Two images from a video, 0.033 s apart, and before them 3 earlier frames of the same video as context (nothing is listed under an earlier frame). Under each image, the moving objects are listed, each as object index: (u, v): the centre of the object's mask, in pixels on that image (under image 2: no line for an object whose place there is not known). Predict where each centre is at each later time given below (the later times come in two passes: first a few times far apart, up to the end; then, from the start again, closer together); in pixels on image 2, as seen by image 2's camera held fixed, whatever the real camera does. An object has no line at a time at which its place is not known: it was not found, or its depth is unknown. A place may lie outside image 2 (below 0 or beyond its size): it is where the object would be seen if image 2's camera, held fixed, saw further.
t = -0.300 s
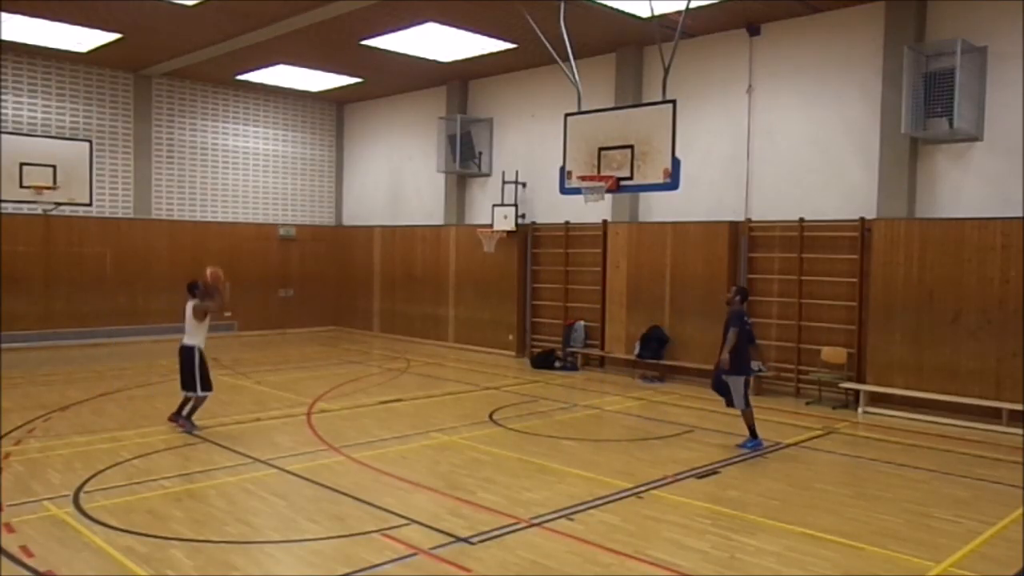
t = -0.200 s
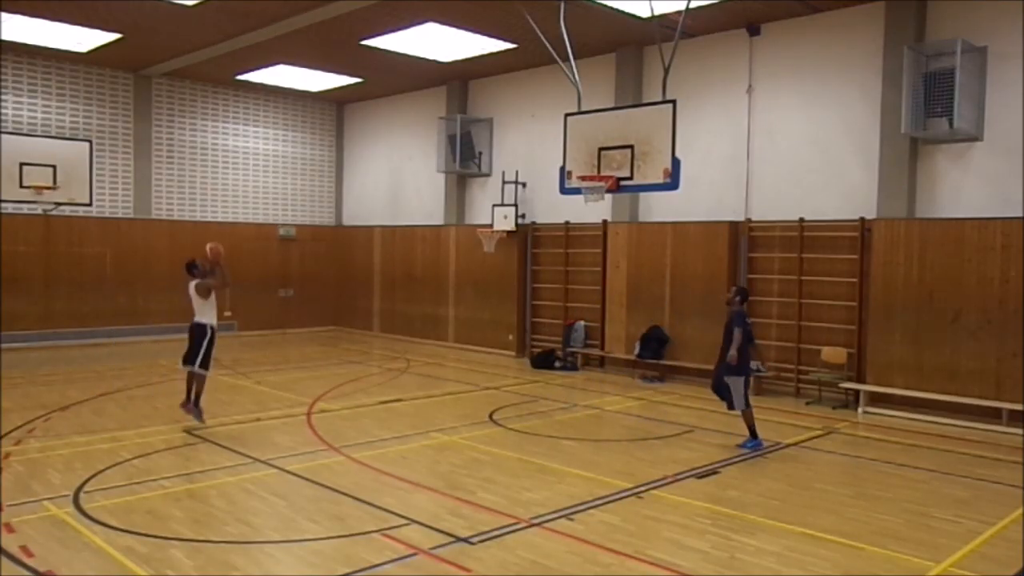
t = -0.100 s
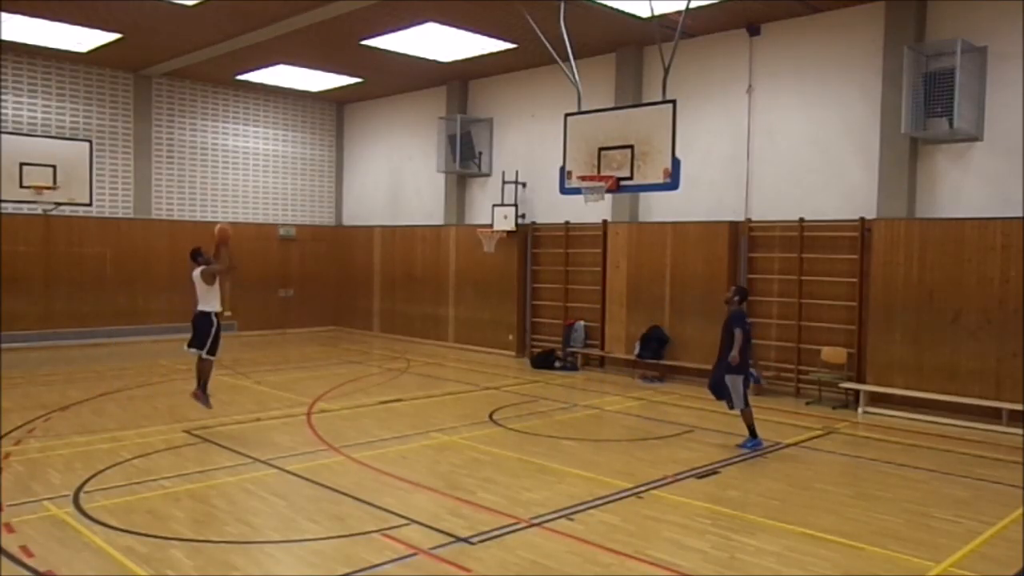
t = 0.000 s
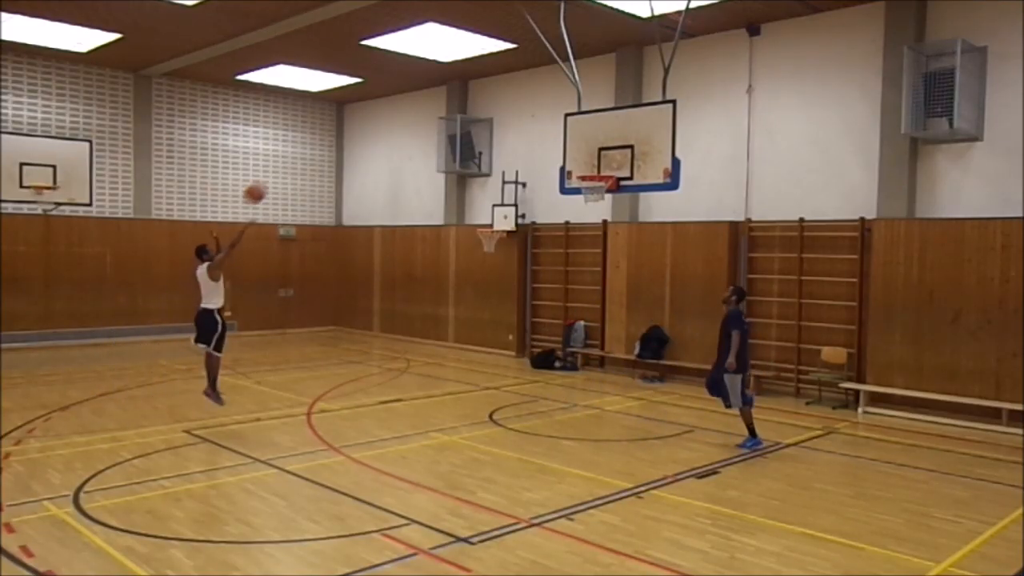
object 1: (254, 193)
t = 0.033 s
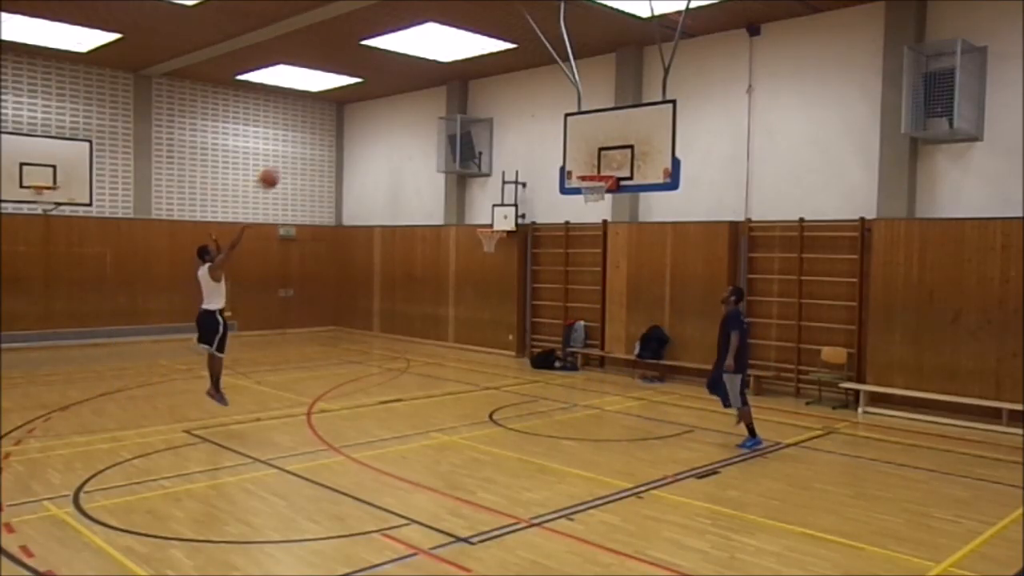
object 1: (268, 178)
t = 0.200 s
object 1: (335, 122)
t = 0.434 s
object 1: (424, 88)
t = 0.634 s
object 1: (497, 96)
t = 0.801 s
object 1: (553, 126)
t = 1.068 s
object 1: (594, 186)
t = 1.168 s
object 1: (588, 193)
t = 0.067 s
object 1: (282, 166)
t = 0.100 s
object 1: (295, 154)
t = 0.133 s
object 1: (309, 143)
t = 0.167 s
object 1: (322, 132)
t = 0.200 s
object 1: (335, 122)
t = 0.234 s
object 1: (348, 116)
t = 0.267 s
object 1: (361, 109)
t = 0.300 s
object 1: (373, 102)
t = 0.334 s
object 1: (386, 98)
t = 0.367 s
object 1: (399, 93)
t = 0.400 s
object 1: (412, 90)
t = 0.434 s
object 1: (424, 88)
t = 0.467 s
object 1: (436, 87)
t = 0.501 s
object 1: (449, 88)
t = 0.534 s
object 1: (459, 89)
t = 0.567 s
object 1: (471, 91)
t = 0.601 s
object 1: (485, 94)
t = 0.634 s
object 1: (497, 96)
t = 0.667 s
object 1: (508, 100)
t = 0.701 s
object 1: (519, 106)
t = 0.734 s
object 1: (530, 112)
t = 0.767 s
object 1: (541, 119)
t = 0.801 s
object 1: (553, 126)
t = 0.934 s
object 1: (595, 165)
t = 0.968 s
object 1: (605, 174)
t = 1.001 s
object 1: (601, 175)
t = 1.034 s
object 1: (594, 180)
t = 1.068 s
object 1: (594, 186)
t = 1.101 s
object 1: (588, 190)
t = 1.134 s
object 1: (588, 192)
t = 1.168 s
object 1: (588, 193)
